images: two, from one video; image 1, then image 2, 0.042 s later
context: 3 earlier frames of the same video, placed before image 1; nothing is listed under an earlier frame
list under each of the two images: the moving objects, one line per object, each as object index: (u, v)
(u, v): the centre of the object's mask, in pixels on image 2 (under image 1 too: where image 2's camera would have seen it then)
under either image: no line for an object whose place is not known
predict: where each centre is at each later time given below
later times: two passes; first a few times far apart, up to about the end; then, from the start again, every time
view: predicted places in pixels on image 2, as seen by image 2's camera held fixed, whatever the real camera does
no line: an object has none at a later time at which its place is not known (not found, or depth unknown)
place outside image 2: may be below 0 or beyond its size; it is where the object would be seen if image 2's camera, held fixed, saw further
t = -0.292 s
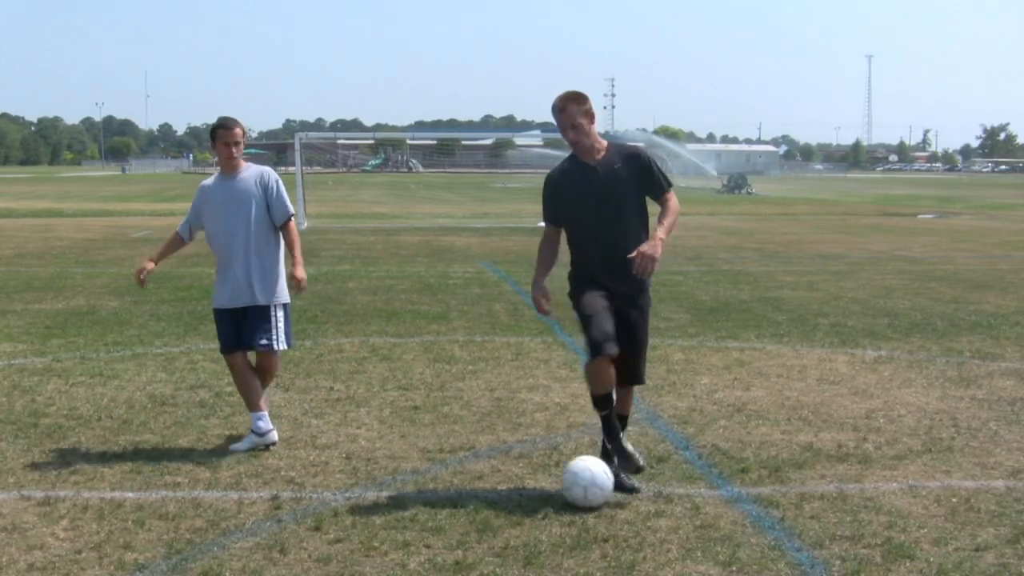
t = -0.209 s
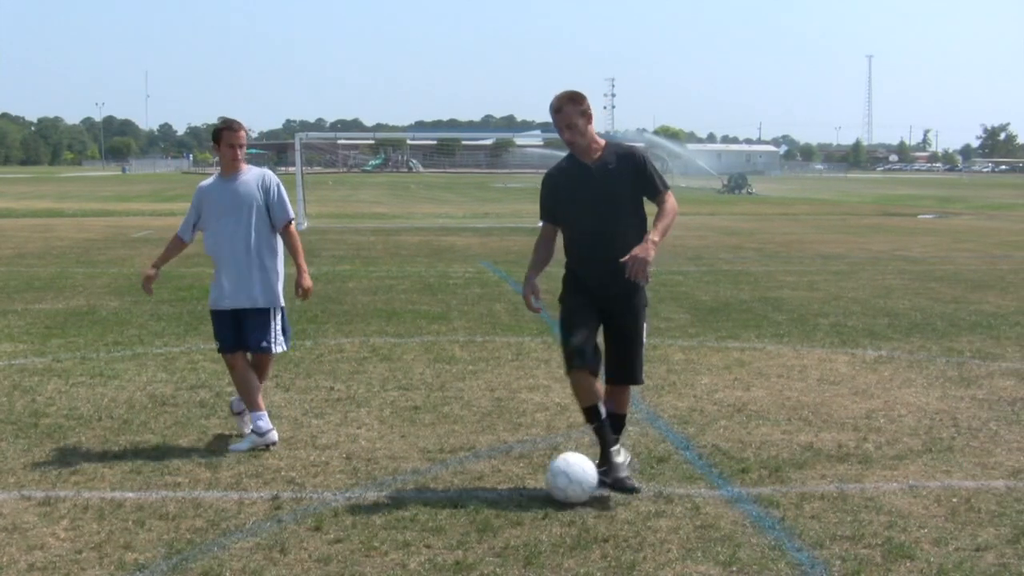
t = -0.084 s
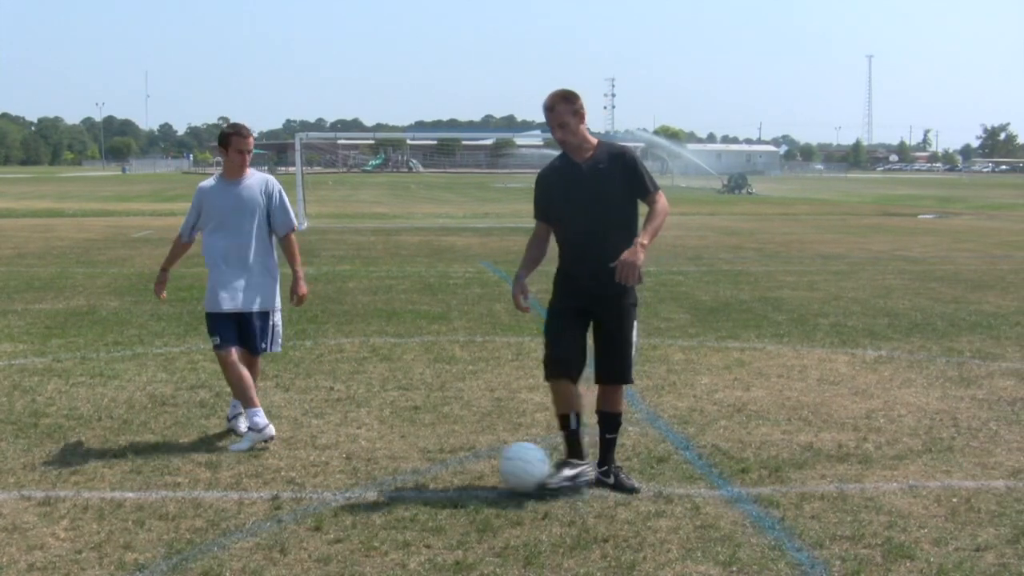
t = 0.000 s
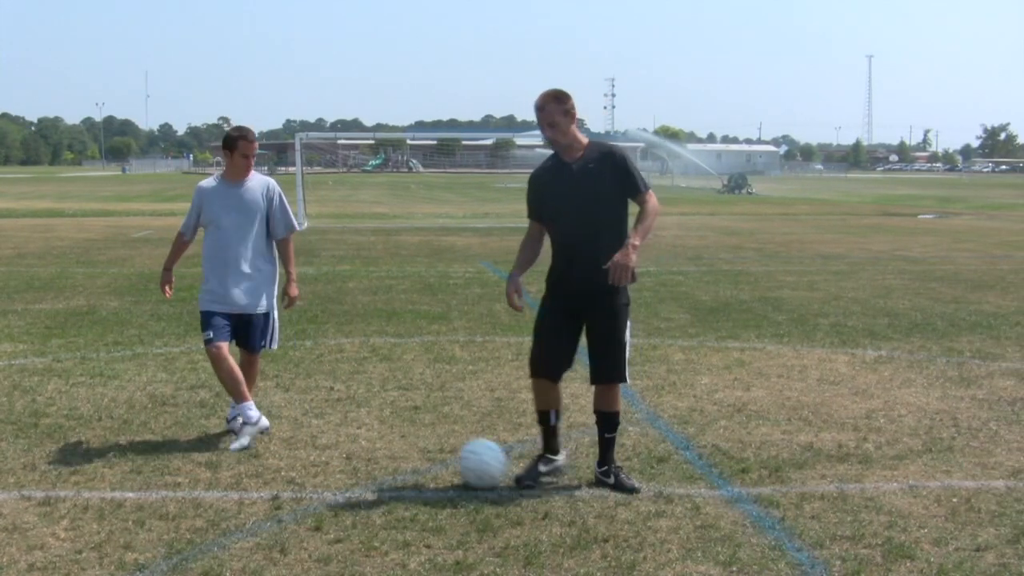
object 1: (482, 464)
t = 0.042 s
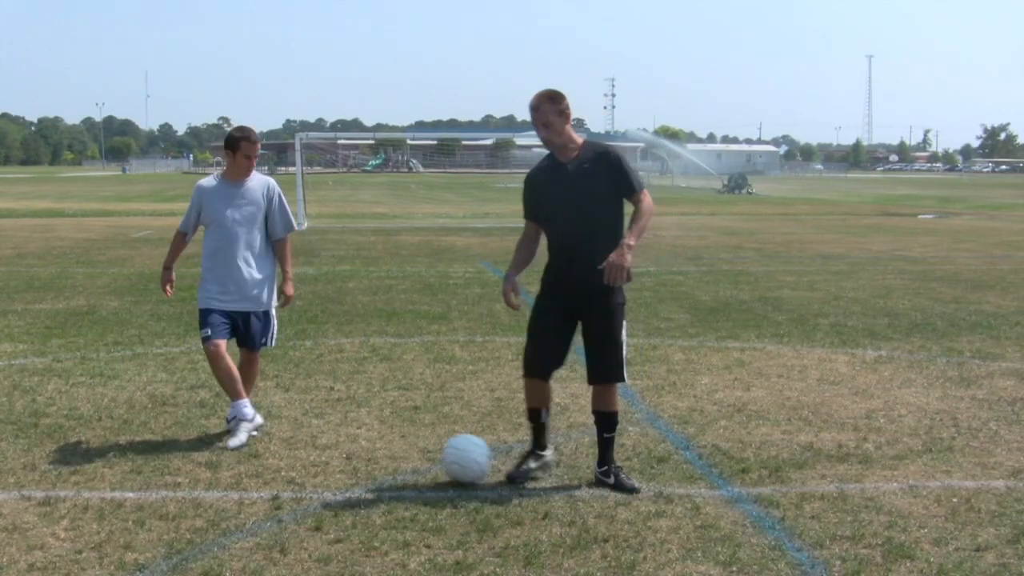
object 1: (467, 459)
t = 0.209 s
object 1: (412, 451)
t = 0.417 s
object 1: (355, 442)
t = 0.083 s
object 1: (451, 458)
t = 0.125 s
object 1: (436, 457)
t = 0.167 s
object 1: (423, 453)
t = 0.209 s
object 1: (412, 451)
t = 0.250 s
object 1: (400, 451)
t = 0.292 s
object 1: (389, 448)
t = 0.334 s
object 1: (377, 446)
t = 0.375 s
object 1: (366, 444)
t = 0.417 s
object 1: (355, 442)
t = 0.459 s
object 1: (344, 441)
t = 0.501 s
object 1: (335, 439)
